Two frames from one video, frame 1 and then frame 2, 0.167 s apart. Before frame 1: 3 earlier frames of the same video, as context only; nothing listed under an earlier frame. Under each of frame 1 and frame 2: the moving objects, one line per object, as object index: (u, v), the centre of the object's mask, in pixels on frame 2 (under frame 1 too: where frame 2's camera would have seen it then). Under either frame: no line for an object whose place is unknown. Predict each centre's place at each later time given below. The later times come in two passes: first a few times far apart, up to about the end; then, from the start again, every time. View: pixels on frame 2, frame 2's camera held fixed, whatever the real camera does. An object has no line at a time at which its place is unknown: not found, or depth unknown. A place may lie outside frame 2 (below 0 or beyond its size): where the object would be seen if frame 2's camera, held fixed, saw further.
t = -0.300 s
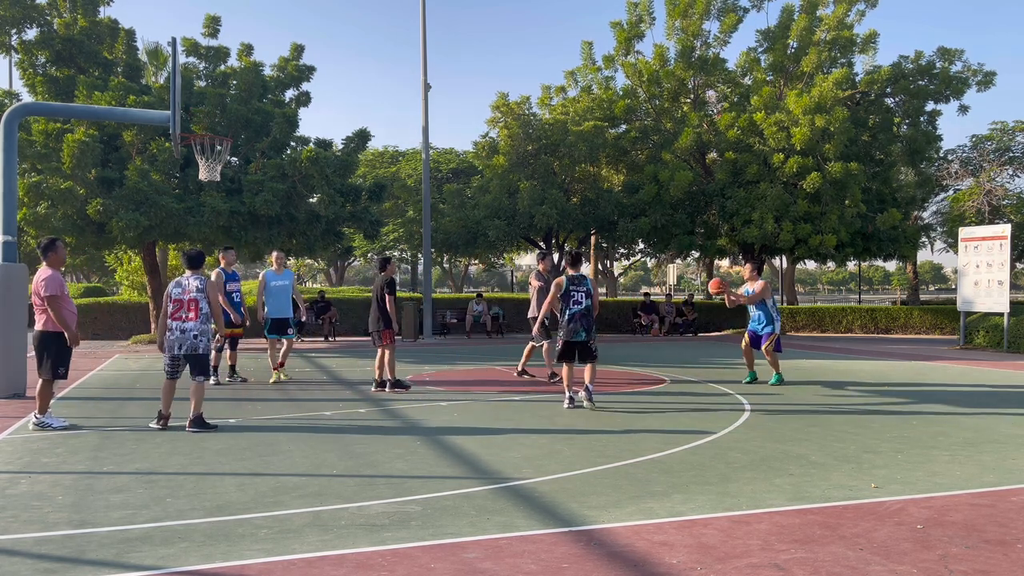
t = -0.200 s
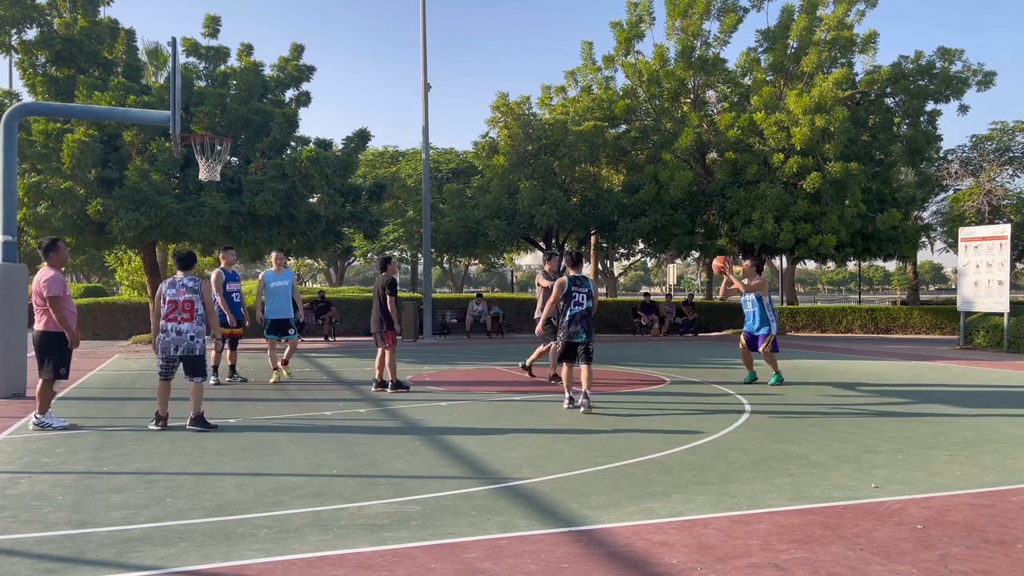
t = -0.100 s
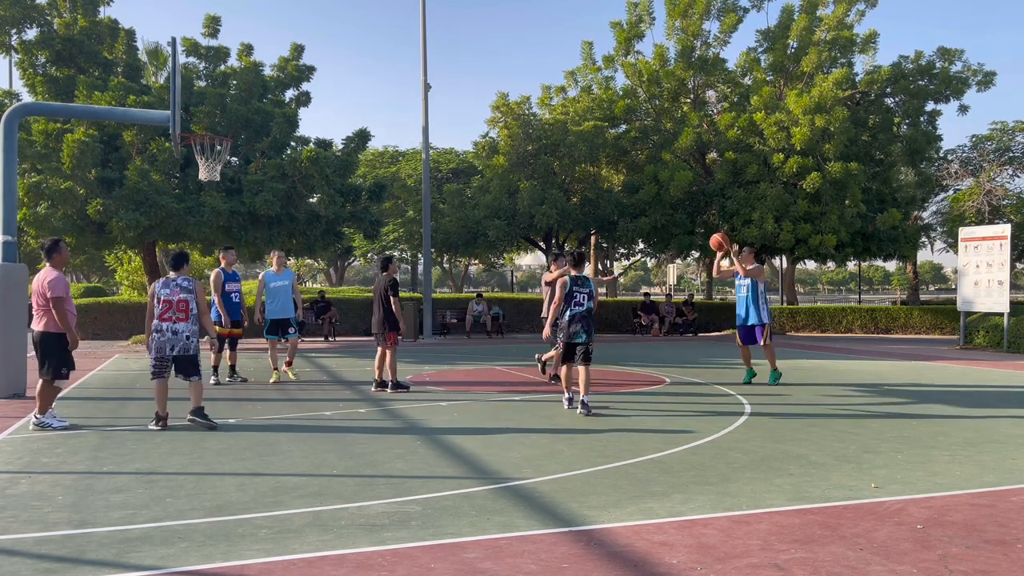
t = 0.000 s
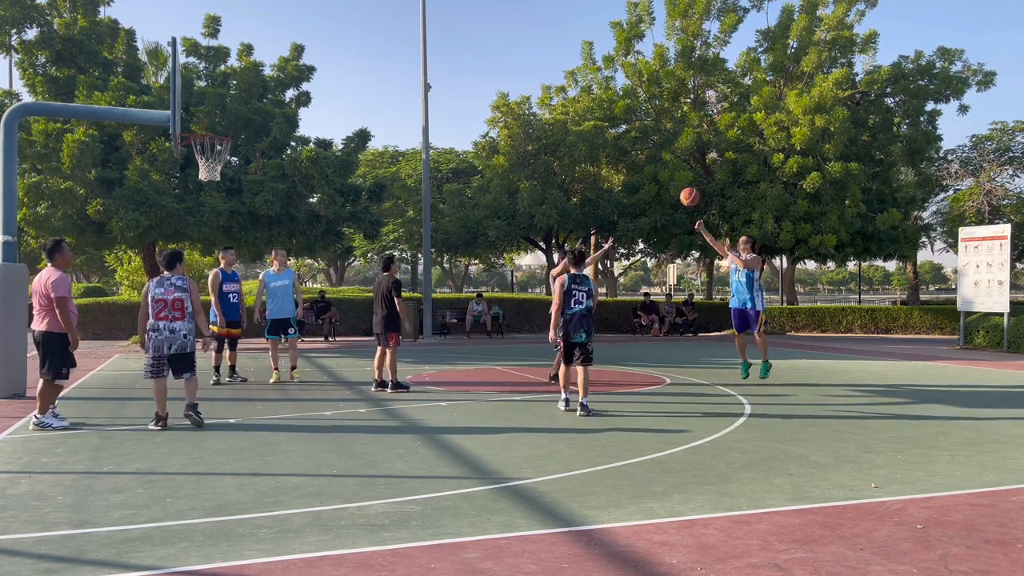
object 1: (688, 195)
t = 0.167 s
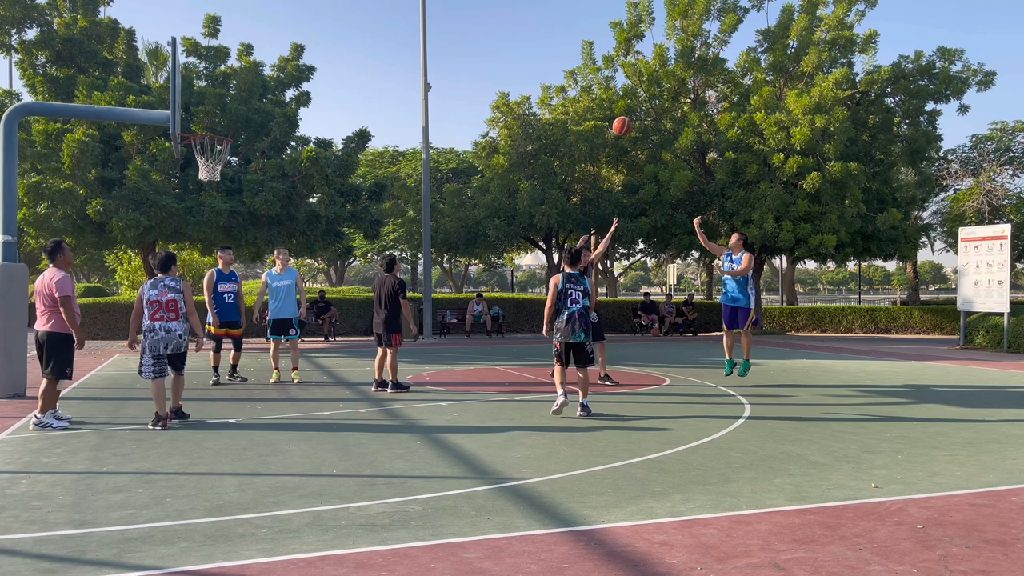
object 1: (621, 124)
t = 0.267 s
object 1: (582, 88)
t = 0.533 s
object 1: (476, 37)
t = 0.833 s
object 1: (356, 43)
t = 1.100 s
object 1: (251, 106)
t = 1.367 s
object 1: (208, 134)
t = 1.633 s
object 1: (195, 180)
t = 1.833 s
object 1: (190, 235)
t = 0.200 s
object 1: (607, 112)
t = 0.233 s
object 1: (594, 100)
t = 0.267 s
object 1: (582, 88)
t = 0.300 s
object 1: (571, 80)
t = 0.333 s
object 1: (555, 72)
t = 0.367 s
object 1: (541, 63)
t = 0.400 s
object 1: (529, 56)
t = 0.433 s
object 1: (515, 51)
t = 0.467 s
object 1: (503, 44)
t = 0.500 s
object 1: (490, 40)
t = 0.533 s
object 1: (476, 37)
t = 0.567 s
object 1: (462, 34)
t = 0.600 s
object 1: (449, 32)
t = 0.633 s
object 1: (437, 31)
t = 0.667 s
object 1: (424, 31)
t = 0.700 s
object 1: (410, 32)
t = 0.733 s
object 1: (396, 33)
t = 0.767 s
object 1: (383, 36)
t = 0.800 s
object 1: (370, 38)
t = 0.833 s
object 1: (356, 43)
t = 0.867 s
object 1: (344, 48)
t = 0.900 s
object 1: (330, 54)
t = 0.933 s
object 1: (316, 60)
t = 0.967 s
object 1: (303, 67)
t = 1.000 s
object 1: (290, 75)
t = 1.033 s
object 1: (277, 84)
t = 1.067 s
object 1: (264, 95)
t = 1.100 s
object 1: (251, 106)
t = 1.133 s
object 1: (237, 118)
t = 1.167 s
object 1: (224, 129)
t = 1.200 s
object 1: (219, 131)
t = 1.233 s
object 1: (217, 131)
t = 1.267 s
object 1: (216, 131)
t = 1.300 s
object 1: (214, 131)
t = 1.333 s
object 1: (211, 131)
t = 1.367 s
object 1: (208, 134)
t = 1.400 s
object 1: (203, 139)
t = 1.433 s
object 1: (203, 142)
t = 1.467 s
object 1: (202, 148)
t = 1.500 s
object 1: (201, 150)
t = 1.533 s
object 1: (198, 156)
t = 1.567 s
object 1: (195, 165)
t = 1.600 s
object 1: (194, 171)
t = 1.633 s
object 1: (195, 180)
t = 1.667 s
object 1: (197, 187)
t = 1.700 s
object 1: (195, 195)
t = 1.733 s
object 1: (194, 205)
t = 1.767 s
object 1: (193, 213)
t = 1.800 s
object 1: (192, 225)
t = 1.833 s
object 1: (190, 235)
